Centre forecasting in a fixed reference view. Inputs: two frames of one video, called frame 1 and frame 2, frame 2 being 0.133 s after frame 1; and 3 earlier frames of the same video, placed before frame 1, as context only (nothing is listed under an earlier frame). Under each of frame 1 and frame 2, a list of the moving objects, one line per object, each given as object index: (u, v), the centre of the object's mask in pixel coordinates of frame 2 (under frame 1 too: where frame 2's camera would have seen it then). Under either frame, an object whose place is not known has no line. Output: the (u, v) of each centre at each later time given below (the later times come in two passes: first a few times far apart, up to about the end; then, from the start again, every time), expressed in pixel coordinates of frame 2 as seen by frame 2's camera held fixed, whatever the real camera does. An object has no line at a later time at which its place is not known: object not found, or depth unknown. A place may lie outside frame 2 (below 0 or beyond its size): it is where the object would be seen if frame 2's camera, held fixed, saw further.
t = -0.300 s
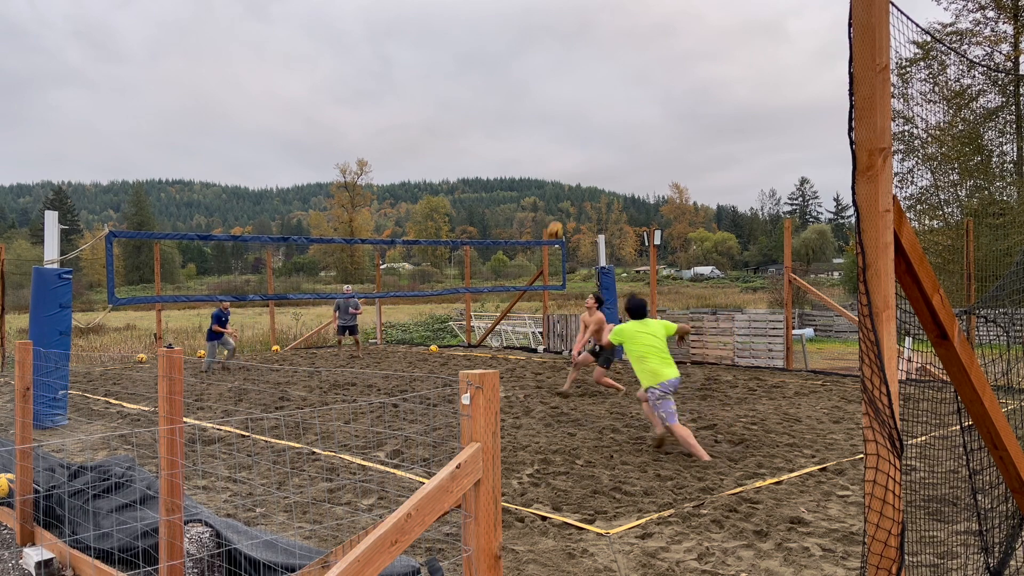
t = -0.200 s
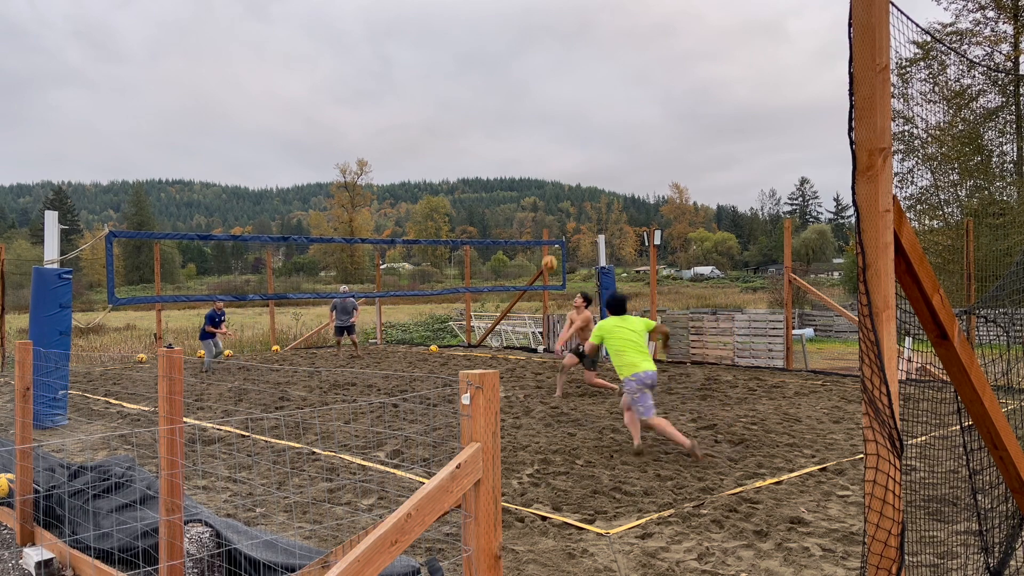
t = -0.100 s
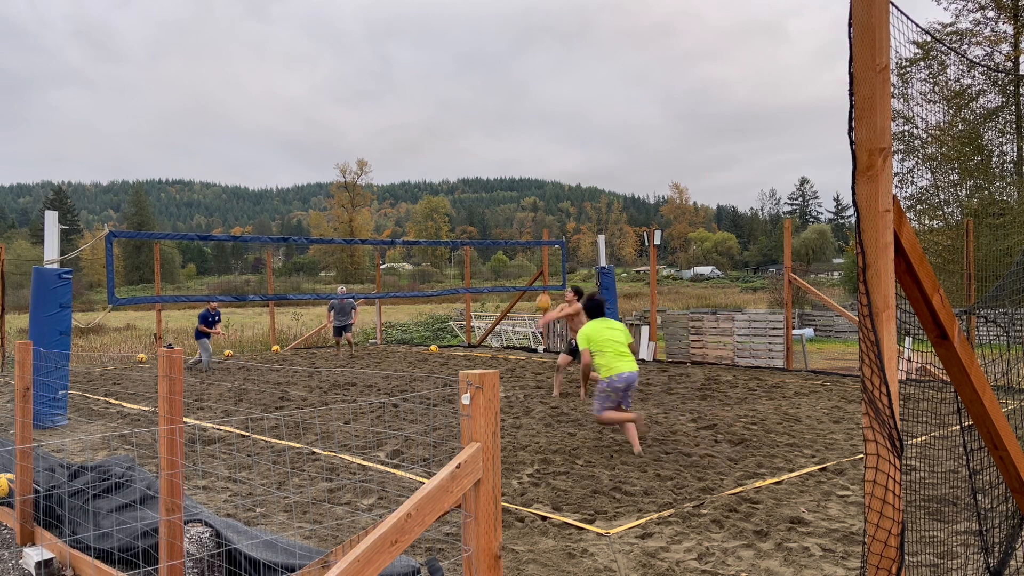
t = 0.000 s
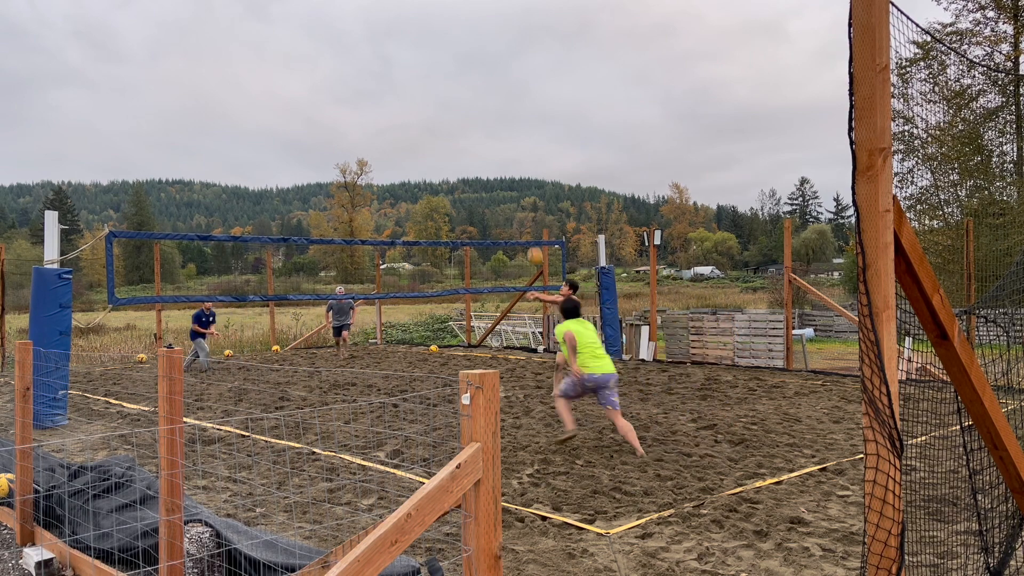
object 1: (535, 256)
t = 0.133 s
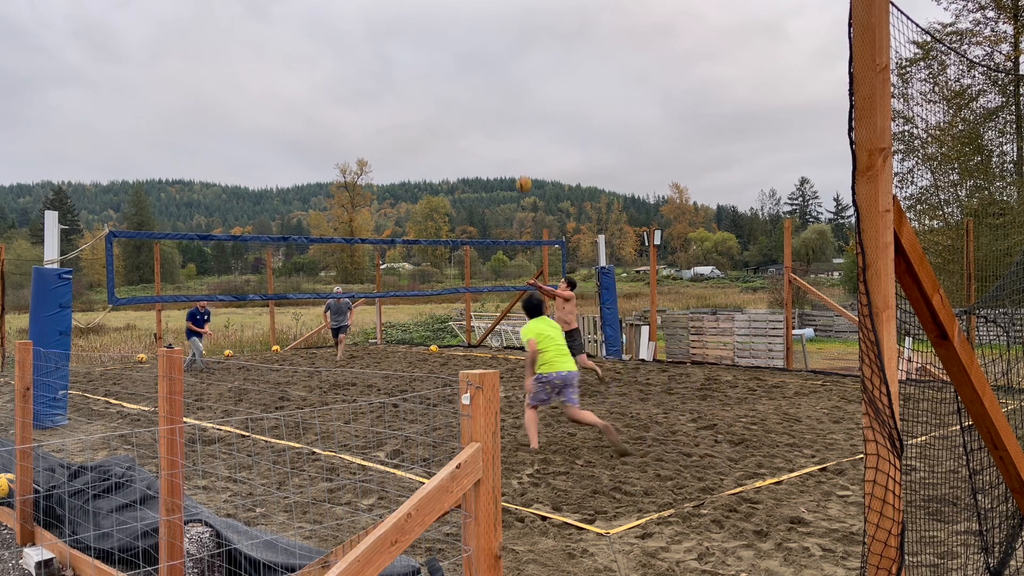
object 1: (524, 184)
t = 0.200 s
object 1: (518, 152)
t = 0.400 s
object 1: (501, 79)
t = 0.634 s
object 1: (482, 31)
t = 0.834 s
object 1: (467, 21)
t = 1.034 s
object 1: (452, 42)
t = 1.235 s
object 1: (439, 94)
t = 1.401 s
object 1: (429, 159)
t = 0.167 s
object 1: (521, 167)
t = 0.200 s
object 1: (518, 152)
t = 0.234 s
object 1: (515, 138)
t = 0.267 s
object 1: (512, 124)
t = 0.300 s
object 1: (509, 112)
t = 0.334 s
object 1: (506, 100)
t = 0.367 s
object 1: (503, 89)
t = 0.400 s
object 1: (501, 79)
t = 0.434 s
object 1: (498, 69)
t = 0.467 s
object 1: (495, 61)
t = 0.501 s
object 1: (493, 53)
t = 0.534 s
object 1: (490, 46)
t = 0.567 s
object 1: (487, 40)
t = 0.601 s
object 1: (485, 35)
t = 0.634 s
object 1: (482, 31)
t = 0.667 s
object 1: (479, 27)
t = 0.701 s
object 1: (477, 24)
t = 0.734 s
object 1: (474, 22)
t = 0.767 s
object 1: (472, 21)
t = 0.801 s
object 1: (469, 21)
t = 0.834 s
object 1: (467, 21)
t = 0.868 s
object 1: (464, 23)
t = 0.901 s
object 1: (462, 25)
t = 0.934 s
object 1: (459, 28)
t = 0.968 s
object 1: (457, 32)
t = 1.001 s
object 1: (454, 37)
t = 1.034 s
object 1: (452, 42)
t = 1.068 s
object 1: (450, 49)
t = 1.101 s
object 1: (447, 56)
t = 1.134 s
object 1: (445, 64)
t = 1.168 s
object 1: (443, 73)
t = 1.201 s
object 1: (441, 83)
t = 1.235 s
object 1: (439, 94)
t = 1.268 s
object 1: (437, 105)
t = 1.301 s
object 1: (435, 117)
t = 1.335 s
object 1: (433, 130)
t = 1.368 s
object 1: (431, 145)
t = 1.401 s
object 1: (429, 159)
